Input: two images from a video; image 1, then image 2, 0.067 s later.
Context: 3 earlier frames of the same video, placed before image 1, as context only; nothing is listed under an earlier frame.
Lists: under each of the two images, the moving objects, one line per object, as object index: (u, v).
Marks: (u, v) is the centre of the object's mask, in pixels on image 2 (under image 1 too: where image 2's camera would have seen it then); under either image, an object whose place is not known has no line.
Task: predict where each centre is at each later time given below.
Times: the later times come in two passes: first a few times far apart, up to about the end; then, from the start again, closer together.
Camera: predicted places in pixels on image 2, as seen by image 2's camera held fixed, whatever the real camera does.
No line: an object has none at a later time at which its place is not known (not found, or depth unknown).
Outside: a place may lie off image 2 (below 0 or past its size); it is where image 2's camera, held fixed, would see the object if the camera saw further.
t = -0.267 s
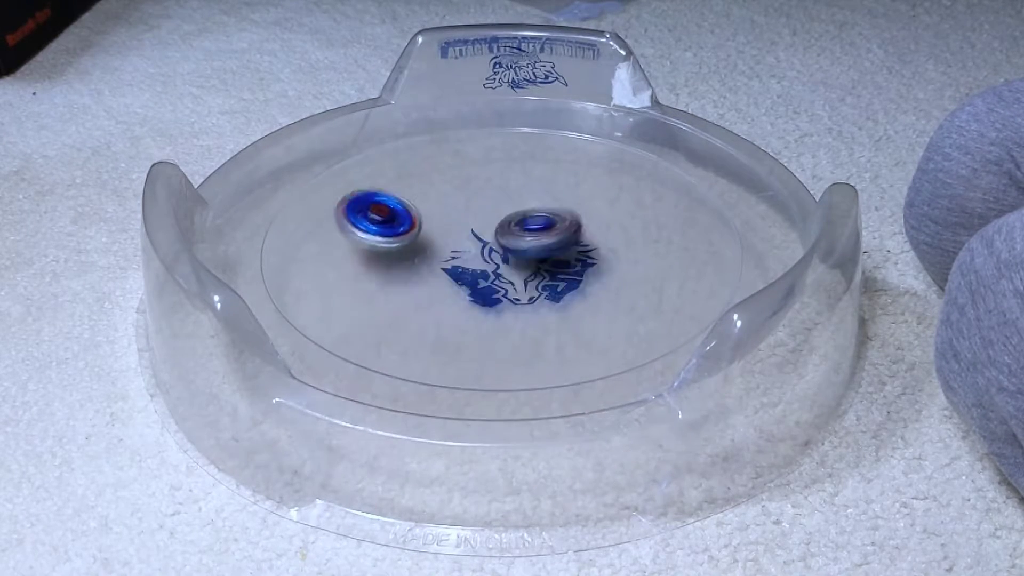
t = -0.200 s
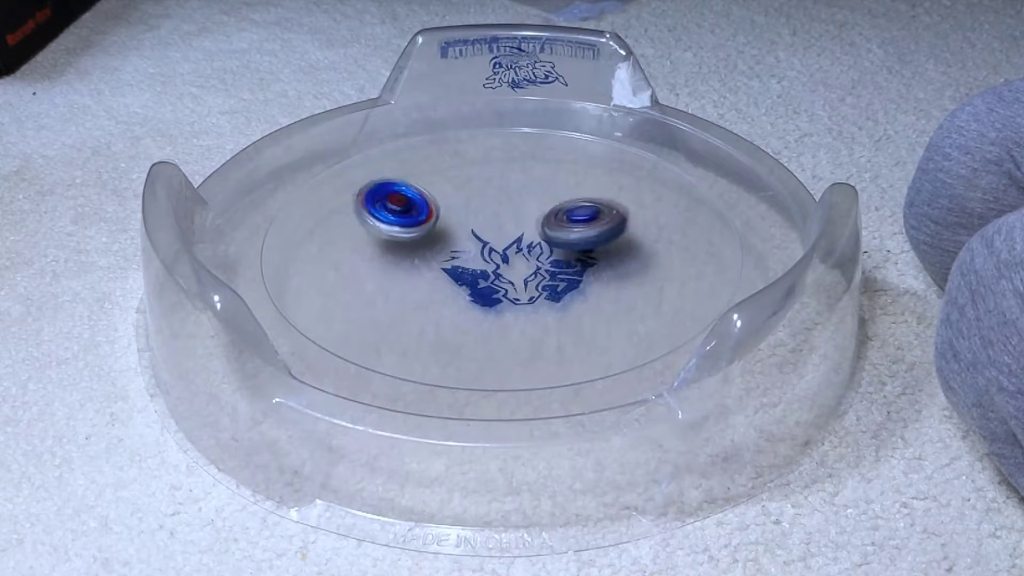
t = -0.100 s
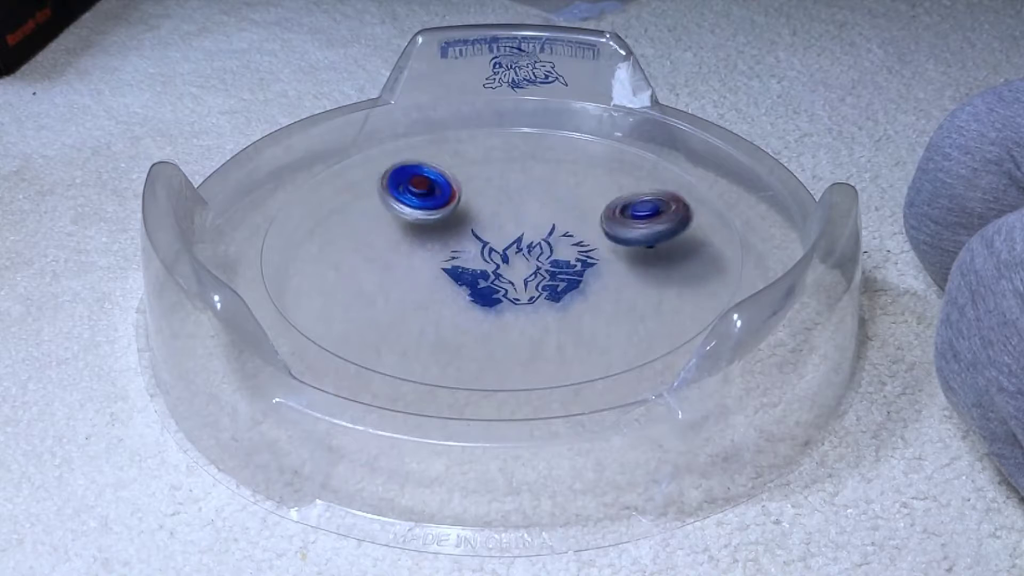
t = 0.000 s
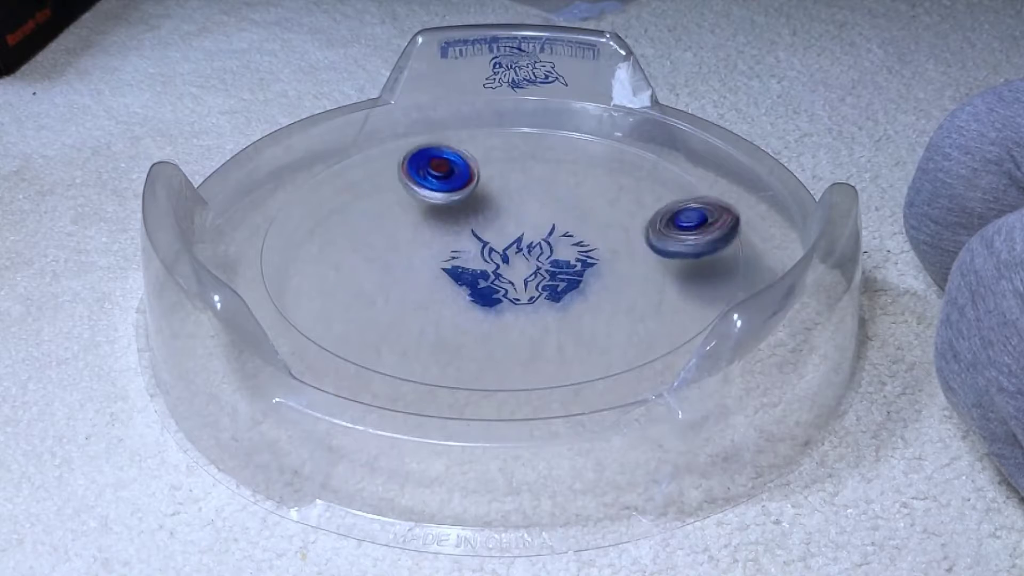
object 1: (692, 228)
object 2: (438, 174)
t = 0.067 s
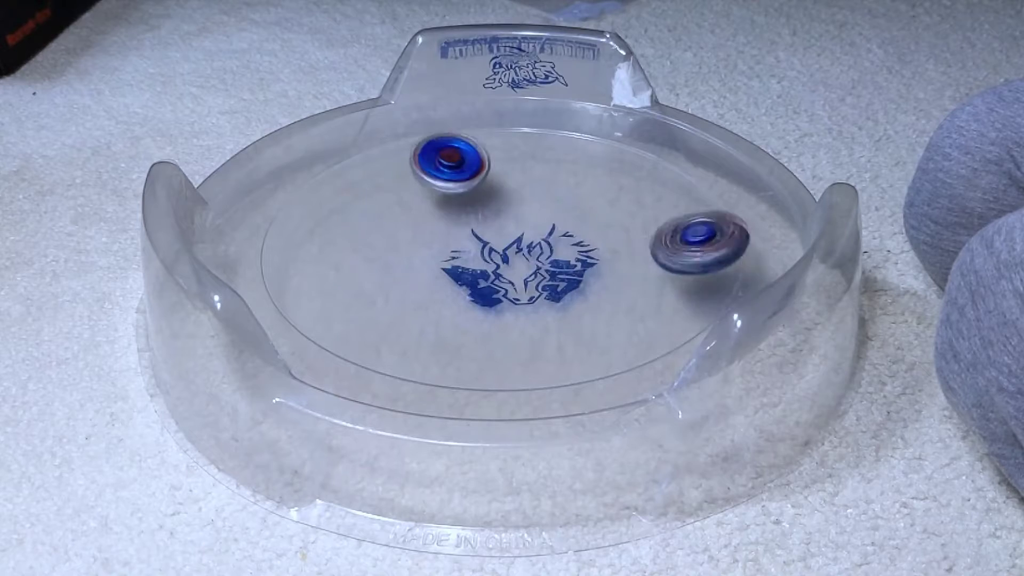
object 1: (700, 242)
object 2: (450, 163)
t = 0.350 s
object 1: (527, 265)
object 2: (503, 170)
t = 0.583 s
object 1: (459, 186)
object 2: (584, 183)
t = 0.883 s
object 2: (641, 197)
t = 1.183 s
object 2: (651, 251)
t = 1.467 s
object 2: (611, 289)
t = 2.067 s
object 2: (431, 309)
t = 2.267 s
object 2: (411, 277)
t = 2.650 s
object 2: (405, 204)
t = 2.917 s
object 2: (442, 179)
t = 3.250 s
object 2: (442, 182)
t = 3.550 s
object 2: (489, 200)
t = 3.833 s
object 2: (545, 200)
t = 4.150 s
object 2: (600, 186)
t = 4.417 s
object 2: (574, 199)
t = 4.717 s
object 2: (519, 204)
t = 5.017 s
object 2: (505, 264)
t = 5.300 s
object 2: (559, 287)
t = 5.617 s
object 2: (532, 250)
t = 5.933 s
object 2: (446, 231)
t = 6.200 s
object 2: (410, 233)
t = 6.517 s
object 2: (443, 217)
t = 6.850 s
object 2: (527, 206)
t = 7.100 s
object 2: (573, 195)
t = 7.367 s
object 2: (560, 199)
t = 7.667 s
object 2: (532, 236)
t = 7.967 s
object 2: (542, 259)
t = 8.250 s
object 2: (558, 262)
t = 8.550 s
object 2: (527, 250)
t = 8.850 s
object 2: (470, 253)
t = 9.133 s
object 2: (465, 256)
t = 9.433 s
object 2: (437, 247)
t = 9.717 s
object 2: (480, 235)
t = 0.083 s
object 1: (697, 247)
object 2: (452, 160)
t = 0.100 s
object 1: (692, 251)
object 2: (454, 159)
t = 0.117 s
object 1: (686, 255)
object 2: (456, 157)
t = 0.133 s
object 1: (677, 260)
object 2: (458, 156)
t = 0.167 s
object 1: (657, 267)
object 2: (463, 155)
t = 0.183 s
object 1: (646, 271)
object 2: (465, 154)
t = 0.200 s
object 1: (635, 273)
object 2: (468, 155)
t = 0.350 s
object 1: (527, 265)
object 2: (503, 170)
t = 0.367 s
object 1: (517, 261)
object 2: (509, 170)
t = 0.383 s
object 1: (509, 257)
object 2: (515, 172)
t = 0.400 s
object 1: (500, 252)
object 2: (521, 173)
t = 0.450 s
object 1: (480, 237)
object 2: (539, 176)
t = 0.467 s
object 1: (474, 230)
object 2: (545, 177)
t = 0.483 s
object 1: (469, 224)
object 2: (550, 178)
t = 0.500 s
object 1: (465, 217)
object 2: (556, 179)
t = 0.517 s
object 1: (462, 211)
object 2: (562, 180)
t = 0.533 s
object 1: (460, 204)
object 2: (567, 181)
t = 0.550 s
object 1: (459, 198)
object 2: (573, 182)
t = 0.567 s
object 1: (458, 192)
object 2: (578, 182)
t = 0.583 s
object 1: (459, 186)
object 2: (584, 183)
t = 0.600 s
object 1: (459, 180)
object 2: (589, 183)
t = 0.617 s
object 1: (461, 175)
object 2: (596, 184)
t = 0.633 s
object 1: (464, 169)
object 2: (600, 184)
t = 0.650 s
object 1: (466, 164)
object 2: (605, 184)
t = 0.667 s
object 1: (471, 160)
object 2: (610, 185)
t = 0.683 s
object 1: (475, 156)
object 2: (614, 185)
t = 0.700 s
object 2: (619, 185)
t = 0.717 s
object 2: (623, 186)
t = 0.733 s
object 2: (627, 186)
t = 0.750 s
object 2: (630, 187)
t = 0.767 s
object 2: (633, 187)
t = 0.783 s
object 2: (636, 188)
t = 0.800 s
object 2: (638, 190)
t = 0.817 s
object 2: (639, 190)
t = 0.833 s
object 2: (640, 192)
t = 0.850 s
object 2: (640, 194)
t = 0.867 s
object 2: (641, 196)
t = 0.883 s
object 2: (641, 197)
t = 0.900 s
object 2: (640, 200)
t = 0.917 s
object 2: (640, 202)
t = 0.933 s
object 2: (639, 205)
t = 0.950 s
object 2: (639, 208)
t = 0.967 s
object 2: (642, 211)
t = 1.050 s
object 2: (649, 227)
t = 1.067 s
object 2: (649, 230)
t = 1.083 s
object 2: (650, 234)
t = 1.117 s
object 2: (651, 239)
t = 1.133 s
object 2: (651, 243)
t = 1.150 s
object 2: (652, 245)
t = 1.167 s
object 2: (652, 249)
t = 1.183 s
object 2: (651, 251)
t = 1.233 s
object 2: (650, 260)
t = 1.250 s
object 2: (649, 263)
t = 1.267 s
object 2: (648, 265)
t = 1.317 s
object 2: (642, 272)
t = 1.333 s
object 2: (640, 274)
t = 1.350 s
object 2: (637, 276)
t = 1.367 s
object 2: (634, 278)
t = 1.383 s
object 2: (631, 280)
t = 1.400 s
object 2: (627, 282)
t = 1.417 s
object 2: (624, 283)
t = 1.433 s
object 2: (619, 286)
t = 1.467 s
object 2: (611, 289)
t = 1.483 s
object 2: (605, 291)
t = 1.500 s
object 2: (600, 292)
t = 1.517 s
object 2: (594, 294)
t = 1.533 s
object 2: (589, 296)
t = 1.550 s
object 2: (582, 297)
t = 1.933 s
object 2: (447, 313)
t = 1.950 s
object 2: (444, 314)
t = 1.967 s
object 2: (441, 314)
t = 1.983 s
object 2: (438, 313)
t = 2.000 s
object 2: (436, 313)
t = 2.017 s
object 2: (434, 312)
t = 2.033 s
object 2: (433, 311)
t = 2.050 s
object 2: (431, 311)
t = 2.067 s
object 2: (431, 309)
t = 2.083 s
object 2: (430, 308)
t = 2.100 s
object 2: (429, 306)
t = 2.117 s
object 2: (429, 303)
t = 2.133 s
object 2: (428, 301)
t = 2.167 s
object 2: (427, 296)
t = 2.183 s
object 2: (426, 293)
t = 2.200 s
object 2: (424, 290)
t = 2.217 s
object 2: (418, 285)
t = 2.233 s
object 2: (414, 284)
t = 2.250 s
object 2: (412, 280)
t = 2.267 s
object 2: (411, 277)
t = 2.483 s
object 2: (401, 234)
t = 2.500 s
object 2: (400, 230)
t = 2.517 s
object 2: (401, 227)
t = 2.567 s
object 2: (401, 218)
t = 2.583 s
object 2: (401, 215)
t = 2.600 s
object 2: (403, 212)
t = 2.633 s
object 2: (403, 207)
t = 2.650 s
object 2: (405, 204)
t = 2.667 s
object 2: (406, 201)
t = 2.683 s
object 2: (407, 199)
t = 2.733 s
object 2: (410, 191)
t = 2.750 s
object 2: (412, 189)
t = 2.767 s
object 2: (415, 188)
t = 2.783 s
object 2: (417, 186)
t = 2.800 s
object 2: (419, 184)
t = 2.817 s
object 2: (422, 183)
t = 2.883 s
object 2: (434, 180)
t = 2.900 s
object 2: (438, 179)
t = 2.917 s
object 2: (442, 179)
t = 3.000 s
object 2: (464, 179)
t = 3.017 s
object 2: (469, 180)
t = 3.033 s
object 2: (469, 179)
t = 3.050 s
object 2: (466, 175)
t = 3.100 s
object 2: (457, 172)
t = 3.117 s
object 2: (455, 171)
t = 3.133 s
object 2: (453, 172)
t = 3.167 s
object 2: (450, 175)
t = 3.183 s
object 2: (449, 177)
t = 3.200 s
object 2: (445, 177)
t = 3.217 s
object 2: (442, 178)
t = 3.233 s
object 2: (441, 179)
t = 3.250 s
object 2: (442, 182)
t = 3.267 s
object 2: (442, 185)
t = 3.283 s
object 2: (443, 187)
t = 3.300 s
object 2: (445, 190)
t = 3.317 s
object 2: (448, 193)
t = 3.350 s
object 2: (456, 201)
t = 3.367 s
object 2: (459, 203)
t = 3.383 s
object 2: (463, 205)
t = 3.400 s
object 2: (464, 203)
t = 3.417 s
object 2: (464, 201)
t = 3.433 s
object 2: (467, 201)
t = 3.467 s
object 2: (472, 201)
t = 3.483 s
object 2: (476, 201)
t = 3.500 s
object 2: (479, 200)
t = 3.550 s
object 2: (489, 200)
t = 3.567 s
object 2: (494, 200)
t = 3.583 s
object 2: (497, 200)
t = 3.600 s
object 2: (501, 199)
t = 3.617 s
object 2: (505, 199)
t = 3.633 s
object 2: (508, 198)
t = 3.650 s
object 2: (512, 198)
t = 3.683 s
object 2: (519, 198)
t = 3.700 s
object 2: (523, 198)
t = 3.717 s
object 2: (526, 198)
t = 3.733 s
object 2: (530, 198)
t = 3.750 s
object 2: (533, 198)
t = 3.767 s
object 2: (535, 198)
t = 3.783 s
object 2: (538, 198)
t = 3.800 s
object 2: (540, 199)
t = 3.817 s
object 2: (543, 198)
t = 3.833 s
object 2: (545, 200)
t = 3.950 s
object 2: (558, 206)
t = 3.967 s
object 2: (559, 207)
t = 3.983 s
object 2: (562, 208)
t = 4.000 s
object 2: (571, 204)
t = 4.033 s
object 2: (582, 200)
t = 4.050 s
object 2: (586, 198)
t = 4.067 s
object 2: (589, 196)
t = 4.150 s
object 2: (600, 186)
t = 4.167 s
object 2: (600, 185)
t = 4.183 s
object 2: (600, 184)
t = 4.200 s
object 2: (599, 183)
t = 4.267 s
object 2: (592, 186)
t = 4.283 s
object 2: (590, 188)
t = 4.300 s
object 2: (586, 191)
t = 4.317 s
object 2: (583, 193)
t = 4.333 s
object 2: (581, 196)
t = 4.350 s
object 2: (578, 199)
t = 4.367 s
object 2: (575, 201)
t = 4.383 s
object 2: (574, 204)
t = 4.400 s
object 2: (573, 206)
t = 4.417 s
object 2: (574, 199)
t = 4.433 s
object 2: (574, 194)
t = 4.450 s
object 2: (574, 191)
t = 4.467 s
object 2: (572, 189)
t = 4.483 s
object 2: (570, 187)
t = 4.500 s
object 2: (566, 186)
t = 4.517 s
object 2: (563, 185)
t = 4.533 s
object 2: (559, 185)
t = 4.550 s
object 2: (555, 185)
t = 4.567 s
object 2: (551, 185)
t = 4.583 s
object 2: (547, 186)
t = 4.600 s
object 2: (543, 187)
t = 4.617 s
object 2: (538, 189)
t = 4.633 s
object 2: (535, 191)
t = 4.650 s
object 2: (531, 193)
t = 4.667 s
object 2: (527, 196)
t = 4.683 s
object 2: (524, 198)
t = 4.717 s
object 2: (519, 204)
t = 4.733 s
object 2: (516, 207)
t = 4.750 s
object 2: (514, 211)
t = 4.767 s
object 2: (513, 215)
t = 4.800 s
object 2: (509, 221)
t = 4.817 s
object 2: (507, 224)
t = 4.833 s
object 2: (505, 228)
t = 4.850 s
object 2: (504, 231)
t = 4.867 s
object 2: (502, 235)
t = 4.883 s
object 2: (501, 239)
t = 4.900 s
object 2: (501, 242)
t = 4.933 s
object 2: (500, 249)
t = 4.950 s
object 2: (500, 252)
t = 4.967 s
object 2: (501, 255)
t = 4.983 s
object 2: (501, 259)
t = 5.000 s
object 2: (502, 262)
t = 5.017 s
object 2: (505, 264)
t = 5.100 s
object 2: (515, 277)
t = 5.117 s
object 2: (517, 279)
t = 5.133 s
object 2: (521, 281)
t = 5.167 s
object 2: (526, 284)
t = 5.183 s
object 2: (531, 286)
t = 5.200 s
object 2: (534, 287)
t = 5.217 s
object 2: (537, 287)
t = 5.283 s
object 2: (555, 287)
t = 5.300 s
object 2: (559, 287)
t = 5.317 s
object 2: (561, 286)
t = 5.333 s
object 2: (564, 284)
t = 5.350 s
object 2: (567, 282)
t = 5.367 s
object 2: (568, 281)
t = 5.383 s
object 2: (568, 279)
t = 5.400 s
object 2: (568, 277)
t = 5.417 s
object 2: (568, 274)
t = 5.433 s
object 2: (566, 272)
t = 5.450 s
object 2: (565, 270)
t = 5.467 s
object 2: (563, 268)
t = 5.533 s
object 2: (551, 260)
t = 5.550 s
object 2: (547, 258)
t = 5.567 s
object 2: (544, 256)
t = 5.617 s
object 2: (532, 250)
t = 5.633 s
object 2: (528, 248)
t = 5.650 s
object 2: (522, 247)
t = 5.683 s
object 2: (513, 244)
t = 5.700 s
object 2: (509, 243)
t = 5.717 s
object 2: (503, 241)
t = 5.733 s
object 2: (500, 240)
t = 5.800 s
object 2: (480, 235)
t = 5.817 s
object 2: (475, 235)
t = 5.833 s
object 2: (470, 233)
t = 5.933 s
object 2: (446, 231)
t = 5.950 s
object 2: (443, 231)
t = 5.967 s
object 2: (440, 231)
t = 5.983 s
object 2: (436, 231)
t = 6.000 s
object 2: (433, 232)
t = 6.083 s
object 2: (427, 238)
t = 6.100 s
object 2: (427, 239)
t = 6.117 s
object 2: (423, 238)
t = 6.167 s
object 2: (414, 234)
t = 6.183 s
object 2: (413, 234)
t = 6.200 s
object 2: (410, 233)
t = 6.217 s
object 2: (408, 232)
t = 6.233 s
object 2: (407, 232)
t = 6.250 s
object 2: (408, 233)
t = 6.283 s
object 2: (409, 234)
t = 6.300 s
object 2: (410, 233)
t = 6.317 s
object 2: (411, 231)
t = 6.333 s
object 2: (413, 231)
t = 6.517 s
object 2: (443, 217)
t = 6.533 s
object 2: (446, 216)
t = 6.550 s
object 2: (452, 216)
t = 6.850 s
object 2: (527, 206)
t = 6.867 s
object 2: (531, 205)
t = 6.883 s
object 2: (534, 204)
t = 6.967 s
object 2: (550, 198)
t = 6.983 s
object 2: (554, 198)
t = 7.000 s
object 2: (557, 197)
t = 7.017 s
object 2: (559, 197)
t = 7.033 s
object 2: (561, 195)
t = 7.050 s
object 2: (565, 197)
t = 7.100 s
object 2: (573, 195)
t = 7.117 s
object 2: (575, 195)
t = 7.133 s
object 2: (576, 197)
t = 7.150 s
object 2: (579, 197)
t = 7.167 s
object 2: (581, 197)
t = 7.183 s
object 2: (581, 196)
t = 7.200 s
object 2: (581, 196)
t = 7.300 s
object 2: (570, 195)
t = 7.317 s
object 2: (567, 195)
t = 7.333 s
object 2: (564, 195)
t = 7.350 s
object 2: (561, 196)
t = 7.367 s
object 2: (560, 199)
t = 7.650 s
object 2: (534, 233)
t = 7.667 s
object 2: (532, 236)
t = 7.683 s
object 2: (533, 237)
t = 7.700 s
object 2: (534, 239)
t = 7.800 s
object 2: (534, 248)
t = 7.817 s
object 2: (535, 249)
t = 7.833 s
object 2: (536, 250)
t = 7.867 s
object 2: (537, 253)
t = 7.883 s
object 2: (538, 254)
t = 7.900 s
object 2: (539, 255)
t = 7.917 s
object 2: (540, 257)
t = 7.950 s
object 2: (541, 258)
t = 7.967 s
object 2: (542, 259)
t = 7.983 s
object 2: (543, 260)
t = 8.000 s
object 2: (544, 260)
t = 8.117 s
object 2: (544, 262)
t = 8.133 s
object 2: (543, 262)
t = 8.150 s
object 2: (543, 261)
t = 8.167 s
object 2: (546, 262)
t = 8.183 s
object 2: (548, 263)
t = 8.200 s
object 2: (551, 262)
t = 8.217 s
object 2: (553, 263)
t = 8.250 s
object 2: (558, 262)
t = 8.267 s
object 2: (559, 262)
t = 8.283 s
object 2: (559, 260)
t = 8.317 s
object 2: (560, 259)
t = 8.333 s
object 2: (560, 258)
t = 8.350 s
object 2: (559, 257)
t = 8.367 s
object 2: (557, 256)
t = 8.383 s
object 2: (554, 254)
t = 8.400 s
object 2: (553, 254)
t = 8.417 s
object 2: (551, 253)
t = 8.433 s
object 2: (547, 252)
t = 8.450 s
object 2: (545, 251)
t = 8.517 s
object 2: (532, 250)
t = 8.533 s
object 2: (529, 250)
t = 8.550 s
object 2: (527, 250)
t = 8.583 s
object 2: (519, 249)
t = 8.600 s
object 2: (515, 249)
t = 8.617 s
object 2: (512, 249)
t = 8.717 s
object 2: (493, 252)
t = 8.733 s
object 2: (488, 252)
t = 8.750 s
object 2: (484, 252)
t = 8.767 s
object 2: (482, 252)
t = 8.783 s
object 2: (479, 253)
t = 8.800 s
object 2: (477, 253)
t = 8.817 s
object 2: (473, 253)
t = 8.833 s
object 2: (471, 253)
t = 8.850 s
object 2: (470, 253)
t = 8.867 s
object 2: (467, 254)
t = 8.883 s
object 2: (464, 254)
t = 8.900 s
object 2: (462, 254)
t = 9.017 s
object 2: (458, 256)
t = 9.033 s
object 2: (458, 257)
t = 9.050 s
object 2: (459, 257)
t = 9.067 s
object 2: (460, 257)
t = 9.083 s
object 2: (461, 257)
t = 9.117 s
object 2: (463, 257)
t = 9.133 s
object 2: (465, 256)
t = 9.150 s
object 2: (460, 255)
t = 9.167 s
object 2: (457, 255)
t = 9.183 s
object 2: (455, 254)
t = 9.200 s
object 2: (452, 253)
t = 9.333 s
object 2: (435, 249)
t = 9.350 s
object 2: (433, 248)
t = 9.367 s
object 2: (434, 248)
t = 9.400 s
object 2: (436, 248)
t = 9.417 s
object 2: (437, 247)
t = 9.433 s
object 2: (437, 247)
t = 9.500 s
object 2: (445, 244)
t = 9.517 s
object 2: (446, 243)
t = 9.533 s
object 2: (449, 242)
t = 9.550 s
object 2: (452, 242)
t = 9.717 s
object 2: (480, 235)
